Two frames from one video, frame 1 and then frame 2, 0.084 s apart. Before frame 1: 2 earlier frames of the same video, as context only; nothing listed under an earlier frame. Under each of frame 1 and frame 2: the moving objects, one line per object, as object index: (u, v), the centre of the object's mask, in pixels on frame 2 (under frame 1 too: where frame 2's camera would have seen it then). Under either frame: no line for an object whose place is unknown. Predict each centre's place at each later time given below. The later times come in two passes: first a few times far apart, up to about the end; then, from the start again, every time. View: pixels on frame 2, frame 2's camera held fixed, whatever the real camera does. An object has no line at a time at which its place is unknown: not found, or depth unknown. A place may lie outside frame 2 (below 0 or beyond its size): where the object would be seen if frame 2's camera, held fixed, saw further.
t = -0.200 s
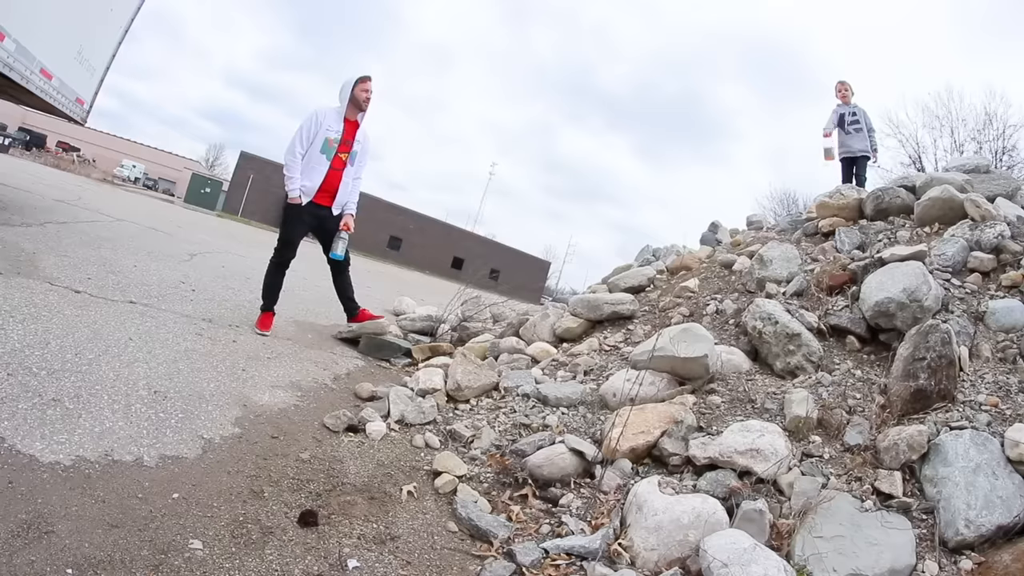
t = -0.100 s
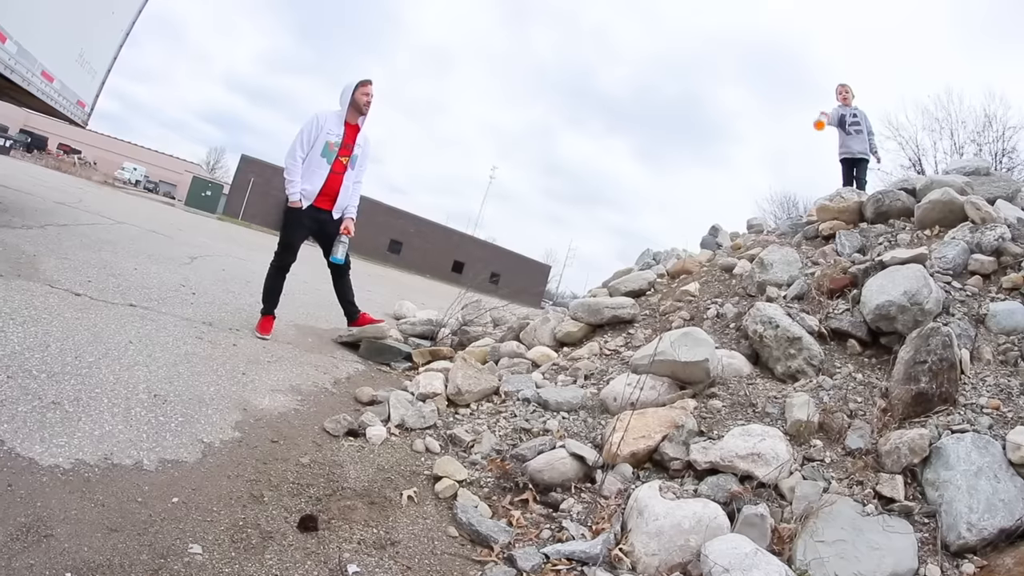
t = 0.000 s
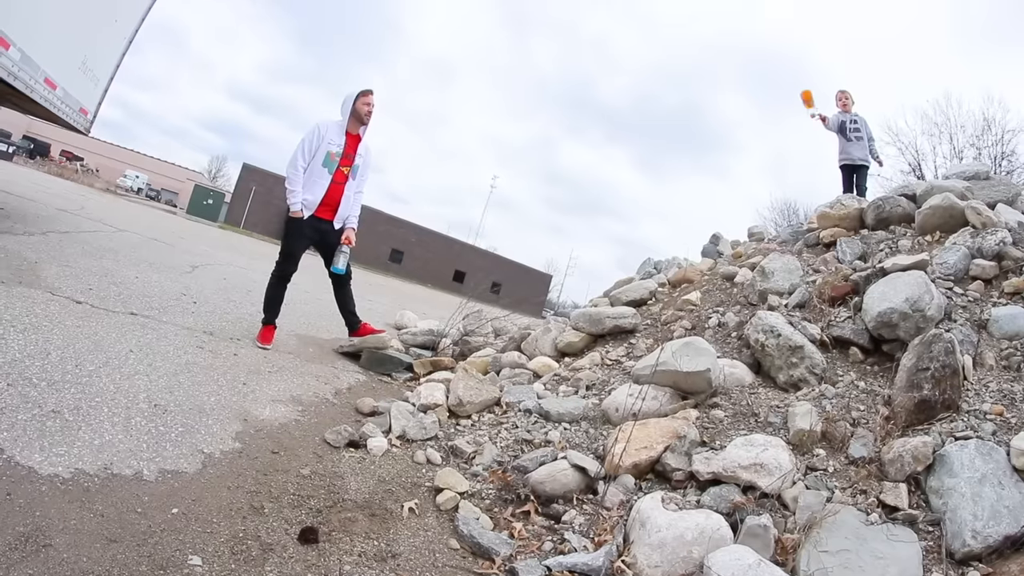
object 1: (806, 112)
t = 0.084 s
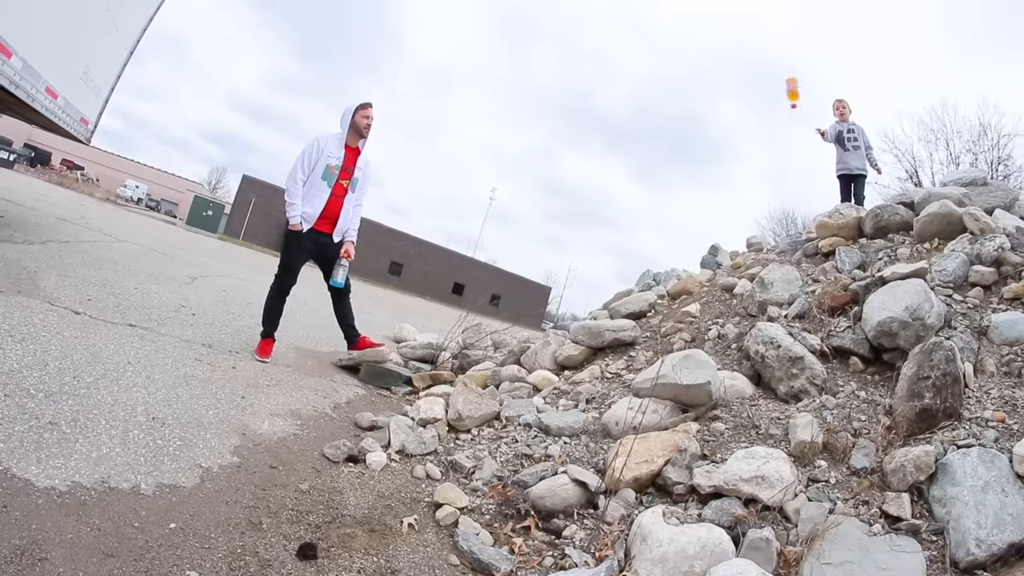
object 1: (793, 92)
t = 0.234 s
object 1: (766, 72)
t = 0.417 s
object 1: (720, 82)
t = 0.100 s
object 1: (789, 88)
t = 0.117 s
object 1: (787, 85)
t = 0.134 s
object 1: (784, 82)
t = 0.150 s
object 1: (781, 79)
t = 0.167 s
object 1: (778, 77)
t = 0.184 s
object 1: (775, 76)
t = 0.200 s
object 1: (772, 75)
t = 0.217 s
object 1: (769, 74)
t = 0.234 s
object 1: (766, 72)
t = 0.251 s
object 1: (763, 71)
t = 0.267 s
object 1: (759, 71)
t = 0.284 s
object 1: (756, 71)
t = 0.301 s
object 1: (751, 71)
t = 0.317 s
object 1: (748, 71)
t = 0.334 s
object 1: (744, 72)
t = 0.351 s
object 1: (740, 73)
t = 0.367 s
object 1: (735, 74)
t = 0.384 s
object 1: (730, 77)
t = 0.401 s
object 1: (725, 79)
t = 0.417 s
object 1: (720, 82)
